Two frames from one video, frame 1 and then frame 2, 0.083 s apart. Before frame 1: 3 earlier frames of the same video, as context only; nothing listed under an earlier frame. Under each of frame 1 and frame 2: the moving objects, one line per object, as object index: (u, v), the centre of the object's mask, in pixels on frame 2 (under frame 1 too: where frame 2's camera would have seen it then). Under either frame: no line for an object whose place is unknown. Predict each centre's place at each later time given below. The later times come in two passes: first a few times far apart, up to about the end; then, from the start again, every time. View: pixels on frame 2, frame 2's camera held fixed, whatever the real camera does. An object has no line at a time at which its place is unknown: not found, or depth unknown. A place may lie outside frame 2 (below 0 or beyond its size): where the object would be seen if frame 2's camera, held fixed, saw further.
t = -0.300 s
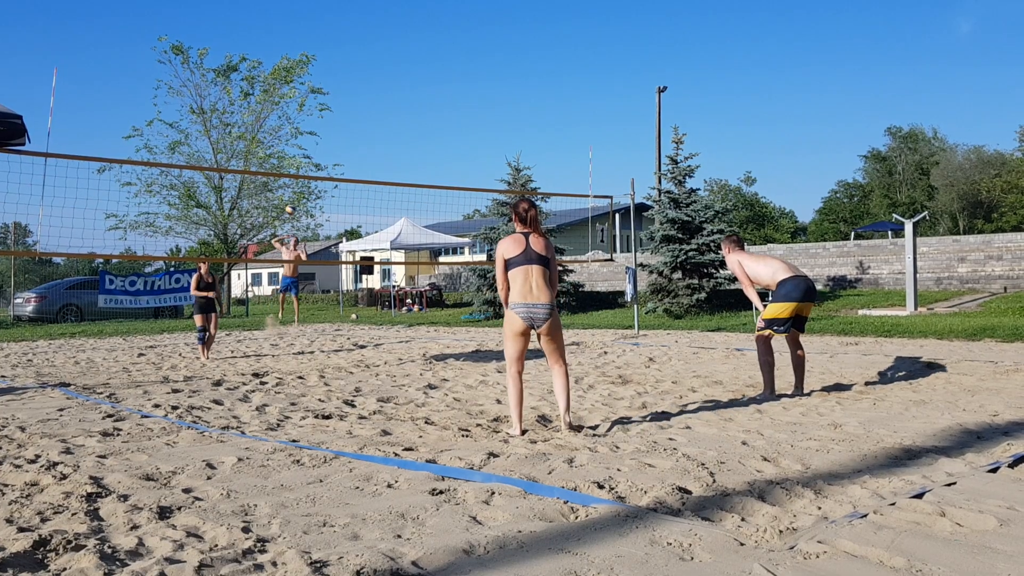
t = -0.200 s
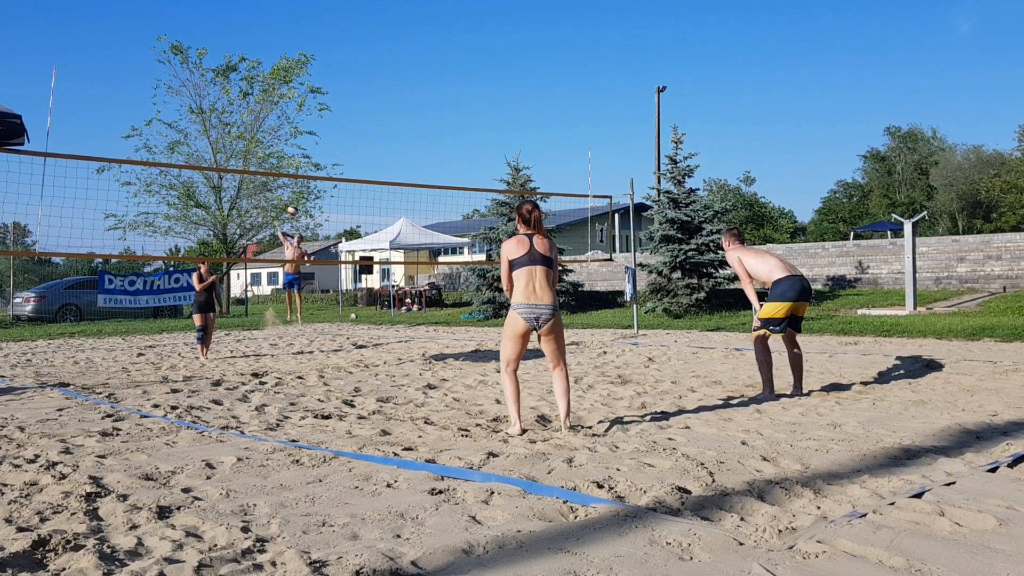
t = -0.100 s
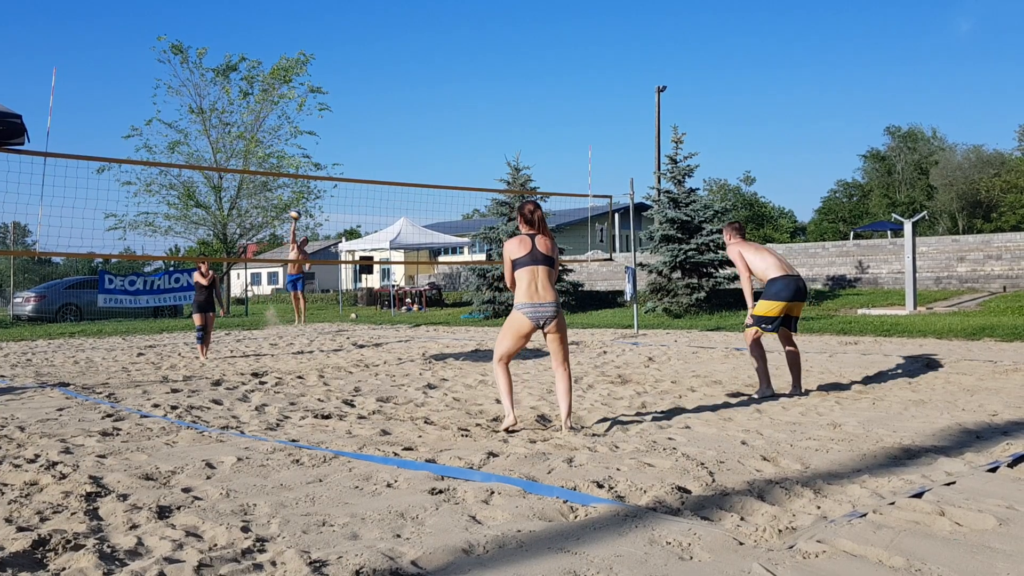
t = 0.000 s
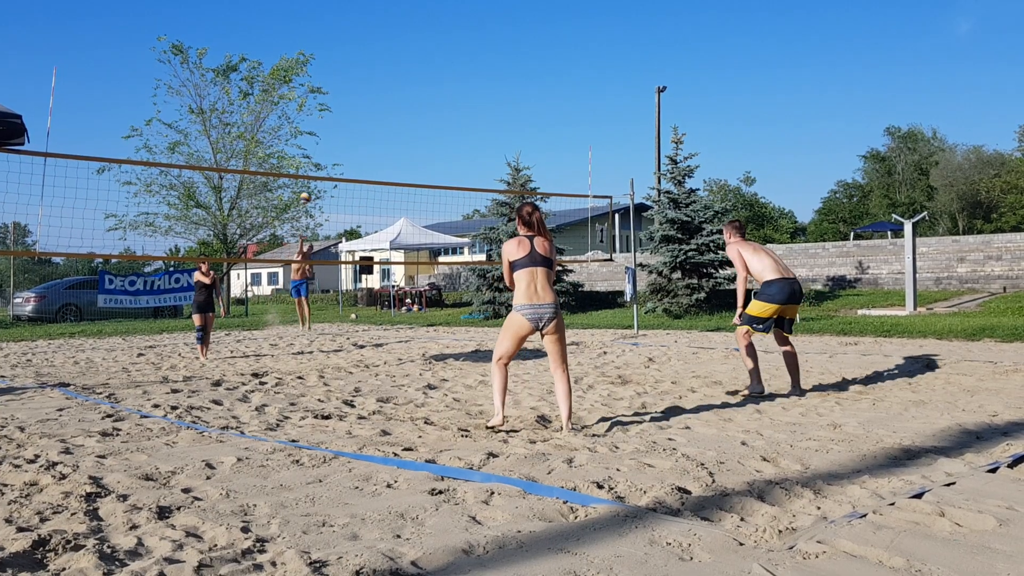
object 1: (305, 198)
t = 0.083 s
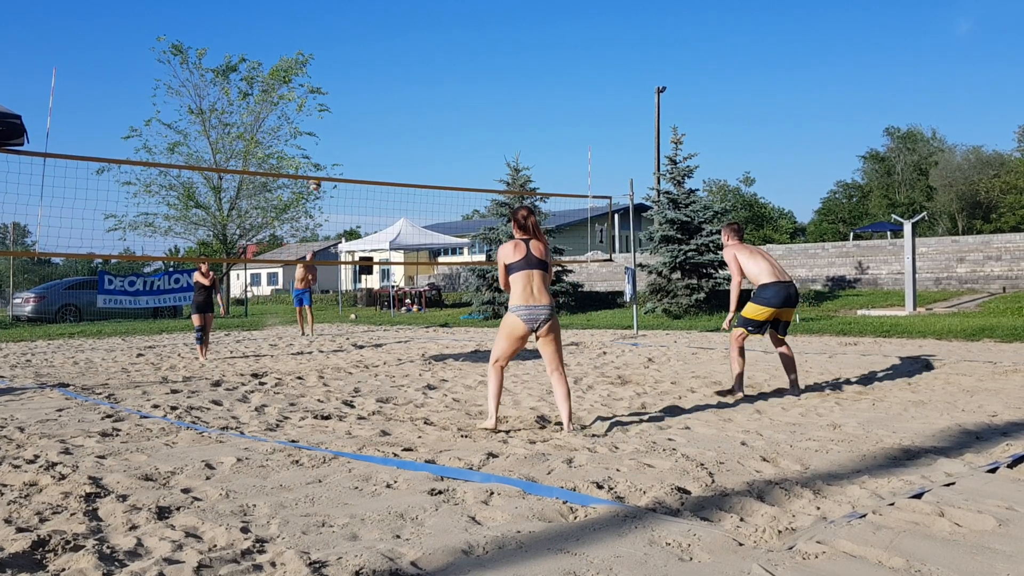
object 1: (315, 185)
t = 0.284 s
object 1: (342, 162)
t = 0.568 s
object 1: (396, 169)
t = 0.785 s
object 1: (458, 234)
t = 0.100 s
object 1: (317, 184)
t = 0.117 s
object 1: (320, 180)
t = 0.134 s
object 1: (322, 177)
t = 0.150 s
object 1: (324, 173)
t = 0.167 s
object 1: (326, 173)
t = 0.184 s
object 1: (328, 171)
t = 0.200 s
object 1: (331, 170)
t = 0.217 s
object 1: (333, 168)
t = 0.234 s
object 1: (335, 166)
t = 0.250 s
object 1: (337, 165)
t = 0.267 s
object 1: (340, 163)
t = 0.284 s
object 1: (342, 162)
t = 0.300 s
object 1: (345, 160)
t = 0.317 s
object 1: (347, 159)
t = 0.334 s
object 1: (349, 159)
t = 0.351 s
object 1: (352, 157)
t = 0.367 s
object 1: (355, 157)
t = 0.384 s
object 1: (358, 157)
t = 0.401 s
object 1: (361, 156)
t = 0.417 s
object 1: (364, 156)
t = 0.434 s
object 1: (367, 157)
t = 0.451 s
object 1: (371, 157)
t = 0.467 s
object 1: (374, 158)
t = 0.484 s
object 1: (377, 159)
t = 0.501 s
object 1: (381, 160)
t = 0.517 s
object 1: (385, 162)
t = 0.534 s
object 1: (388, 164)
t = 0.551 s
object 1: (392, 166)
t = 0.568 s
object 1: (396, 169)
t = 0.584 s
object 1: (400, 172)
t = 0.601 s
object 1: (404, 175)
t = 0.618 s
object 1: (408, 179)
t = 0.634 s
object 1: (412, 182)
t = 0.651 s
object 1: (416, 186)
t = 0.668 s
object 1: (421, 191)
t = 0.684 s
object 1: (425, 196)
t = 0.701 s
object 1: (430, 201)
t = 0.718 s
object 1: (435, 206)
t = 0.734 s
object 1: (441, 212)
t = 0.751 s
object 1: (446, 219)
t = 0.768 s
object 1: (452, 226)
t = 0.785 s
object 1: (458, 234)
